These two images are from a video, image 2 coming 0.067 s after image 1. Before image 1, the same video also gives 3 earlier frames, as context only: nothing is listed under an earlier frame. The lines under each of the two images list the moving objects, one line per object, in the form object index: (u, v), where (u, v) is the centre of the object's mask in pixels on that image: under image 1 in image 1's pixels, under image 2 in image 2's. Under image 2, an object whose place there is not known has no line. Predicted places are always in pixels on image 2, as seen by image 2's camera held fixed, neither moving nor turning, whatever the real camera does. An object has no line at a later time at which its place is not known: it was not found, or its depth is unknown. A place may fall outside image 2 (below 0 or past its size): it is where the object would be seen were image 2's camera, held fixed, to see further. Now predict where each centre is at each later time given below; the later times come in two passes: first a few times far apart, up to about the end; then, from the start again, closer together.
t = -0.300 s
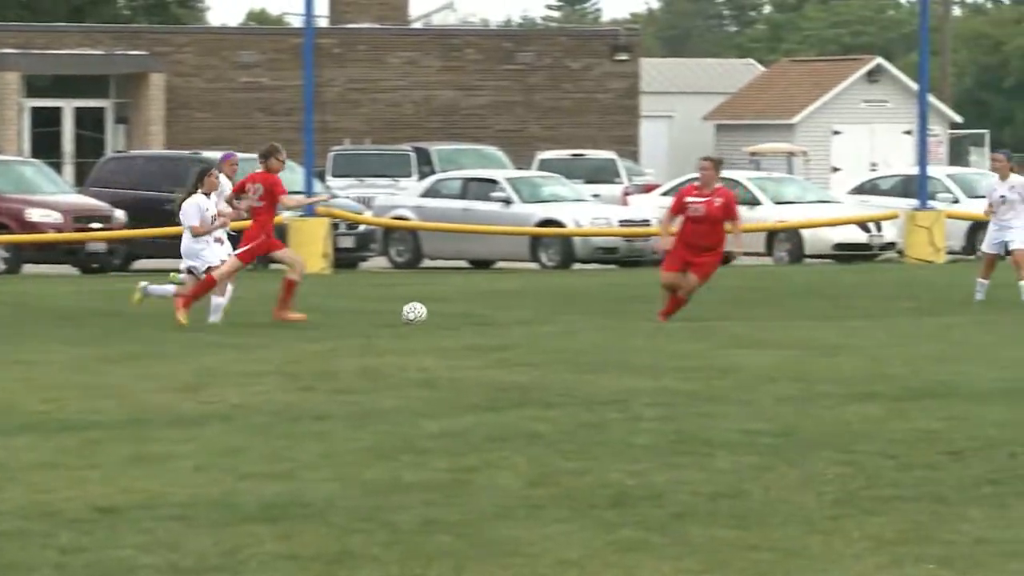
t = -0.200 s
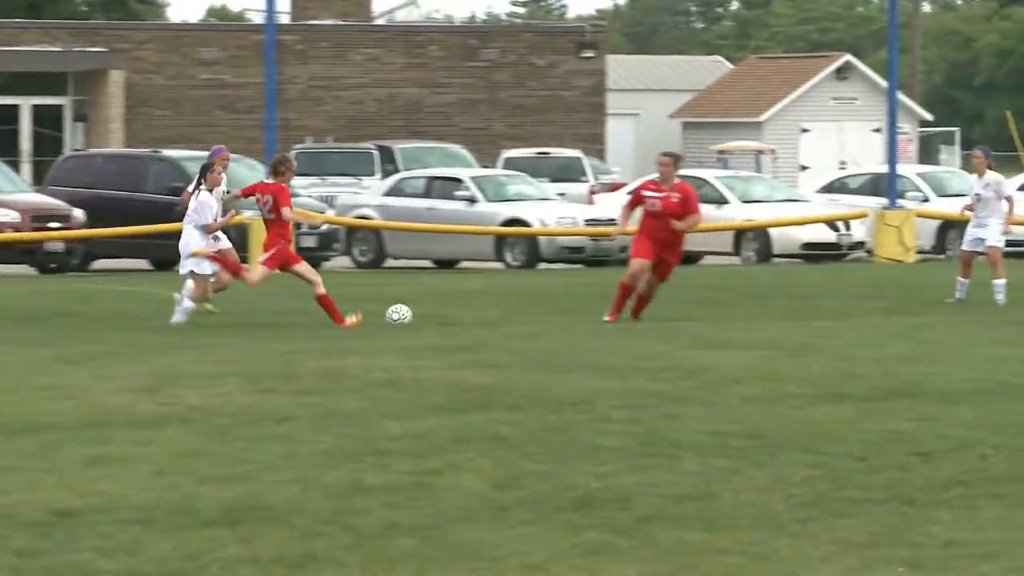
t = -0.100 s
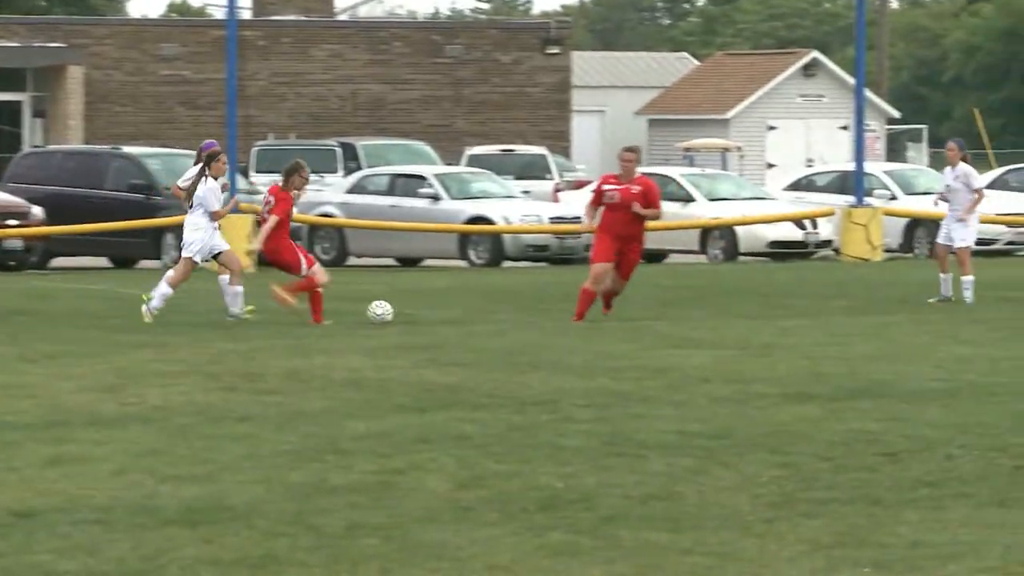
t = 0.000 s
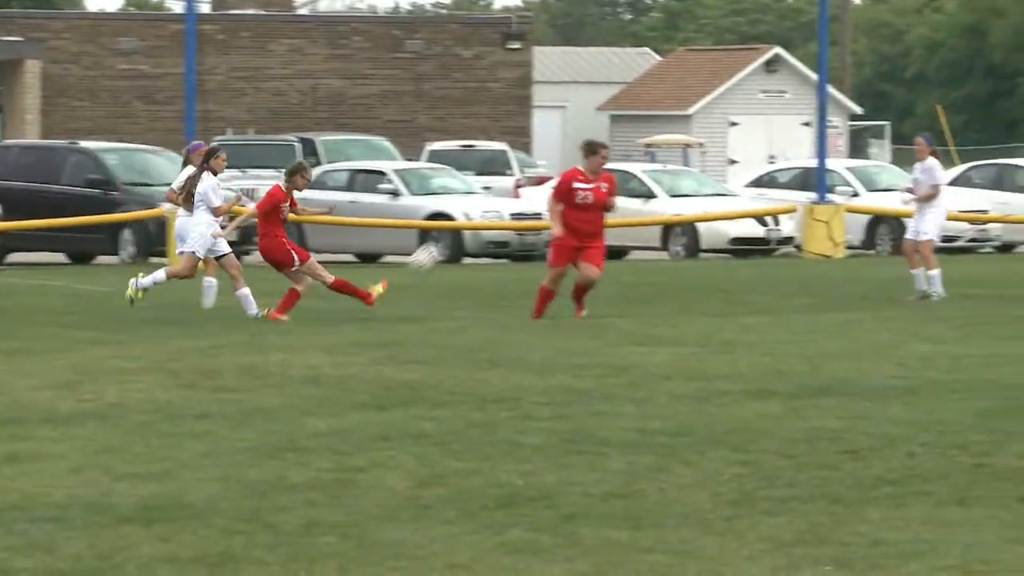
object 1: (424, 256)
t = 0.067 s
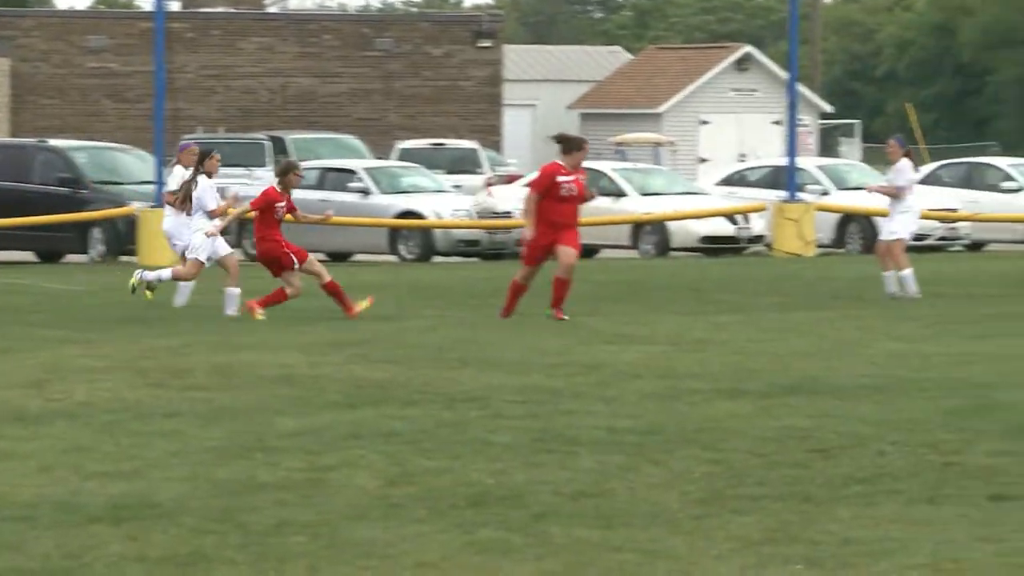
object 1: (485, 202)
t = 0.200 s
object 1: (637, 107)
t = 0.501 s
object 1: (936, -28)
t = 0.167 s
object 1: (601, 128)
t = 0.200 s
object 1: (637, 107)
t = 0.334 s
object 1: (775, 37)
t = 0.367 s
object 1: (808, 21)
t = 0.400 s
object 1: (841, 8)
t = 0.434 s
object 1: (873, -5)
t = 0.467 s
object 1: (905, -17)
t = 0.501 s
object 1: (936, -28)
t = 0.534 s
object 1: (966, -38)
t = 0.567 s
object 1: (996, -47)
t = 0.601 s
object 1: (1025, -56)
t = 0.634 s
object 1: (1053, -63)
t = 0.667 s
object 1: (1081, -68)
